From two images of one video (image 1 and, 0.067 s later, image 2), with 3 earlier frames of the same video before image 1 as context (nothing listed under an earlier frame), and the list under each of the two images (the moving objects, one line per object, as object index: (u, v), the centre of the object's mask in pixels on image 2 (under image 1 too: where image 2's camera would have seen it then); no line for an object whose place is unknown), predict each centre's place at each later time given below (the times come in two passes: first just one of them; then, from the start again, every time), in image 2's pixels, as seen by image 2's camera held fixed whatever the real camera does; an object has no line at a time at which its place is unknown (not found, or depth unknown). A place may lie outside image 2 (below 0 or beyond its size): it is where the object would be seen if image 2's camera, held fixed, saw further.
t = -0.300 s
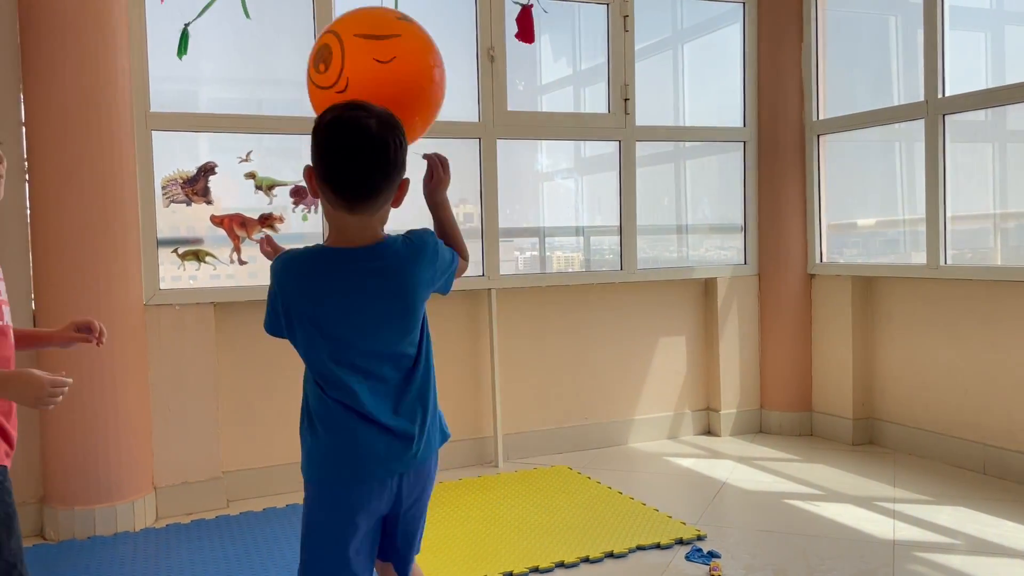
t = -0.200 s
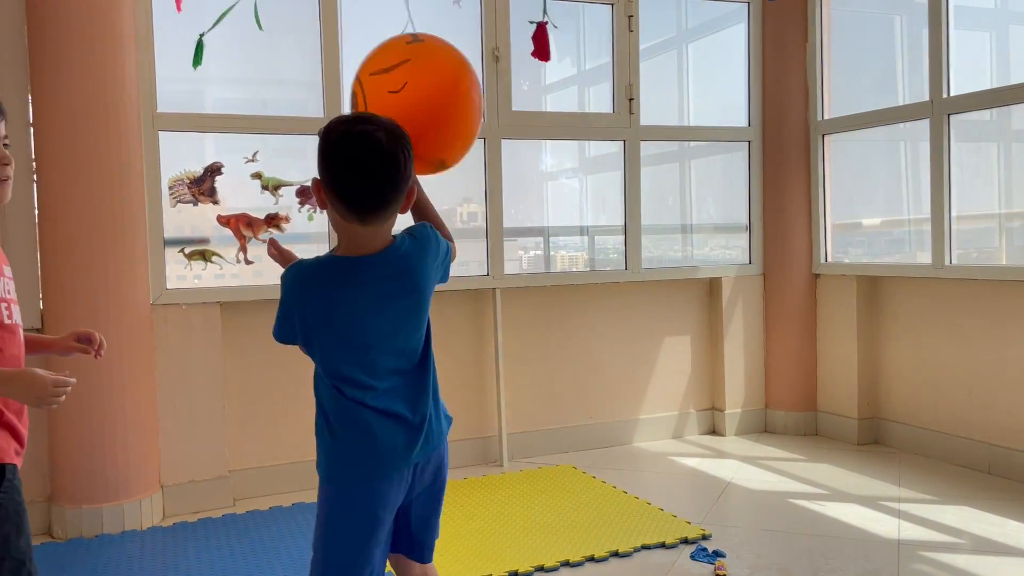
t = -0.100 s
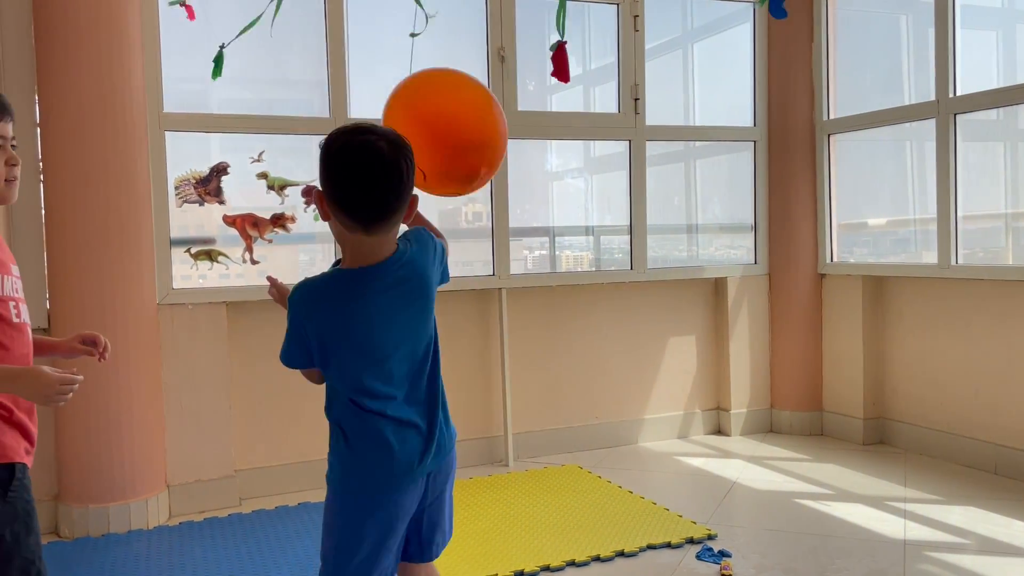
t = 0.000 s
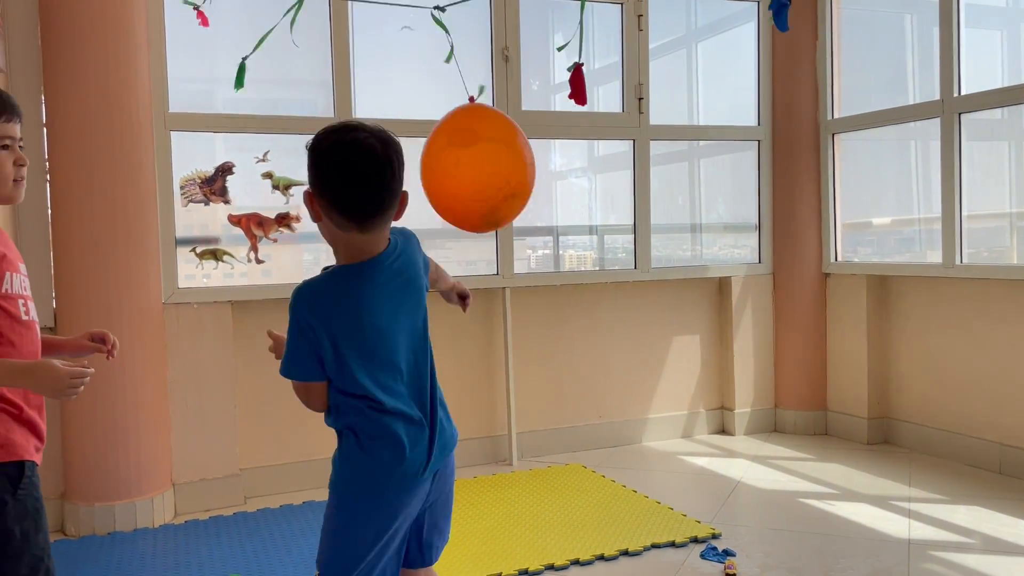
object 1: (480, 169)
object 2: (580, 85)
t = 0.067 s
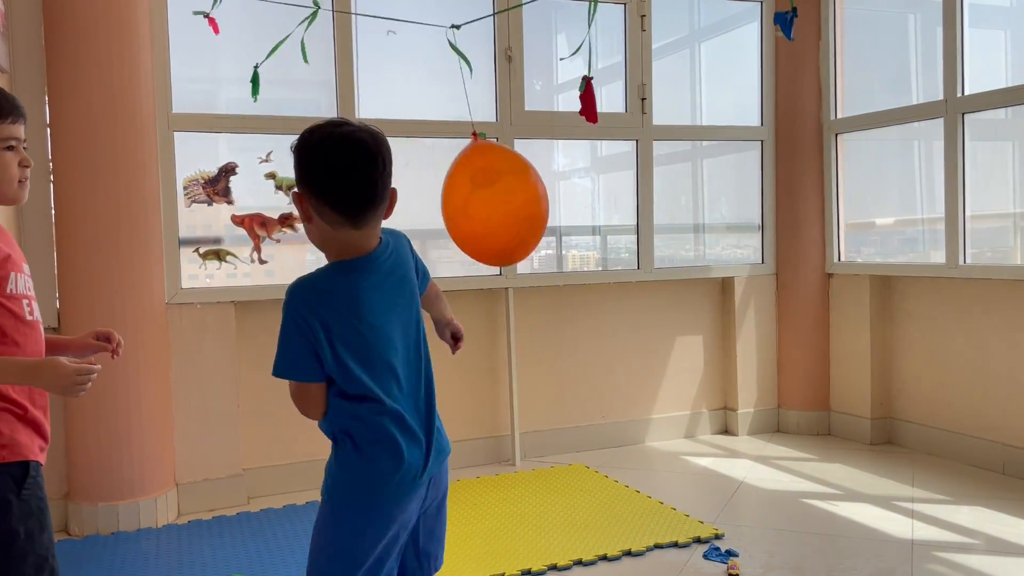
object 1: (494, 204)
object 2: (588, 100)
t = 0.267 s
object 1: (498, 218)
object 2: (603, 115)
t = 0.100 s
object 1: (501, 217)
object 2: (591, 108)
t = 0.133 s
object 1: (503, 226)
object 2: (594, 114)
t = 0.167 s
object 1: (503, 231)
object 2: (597, 118)
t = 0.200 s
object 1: (502, 231)
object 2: (599, 118)
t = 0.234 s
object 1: (500, 227)
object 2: (601, 119)
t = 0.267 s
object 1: (498, 218)
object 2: (603, 115)
